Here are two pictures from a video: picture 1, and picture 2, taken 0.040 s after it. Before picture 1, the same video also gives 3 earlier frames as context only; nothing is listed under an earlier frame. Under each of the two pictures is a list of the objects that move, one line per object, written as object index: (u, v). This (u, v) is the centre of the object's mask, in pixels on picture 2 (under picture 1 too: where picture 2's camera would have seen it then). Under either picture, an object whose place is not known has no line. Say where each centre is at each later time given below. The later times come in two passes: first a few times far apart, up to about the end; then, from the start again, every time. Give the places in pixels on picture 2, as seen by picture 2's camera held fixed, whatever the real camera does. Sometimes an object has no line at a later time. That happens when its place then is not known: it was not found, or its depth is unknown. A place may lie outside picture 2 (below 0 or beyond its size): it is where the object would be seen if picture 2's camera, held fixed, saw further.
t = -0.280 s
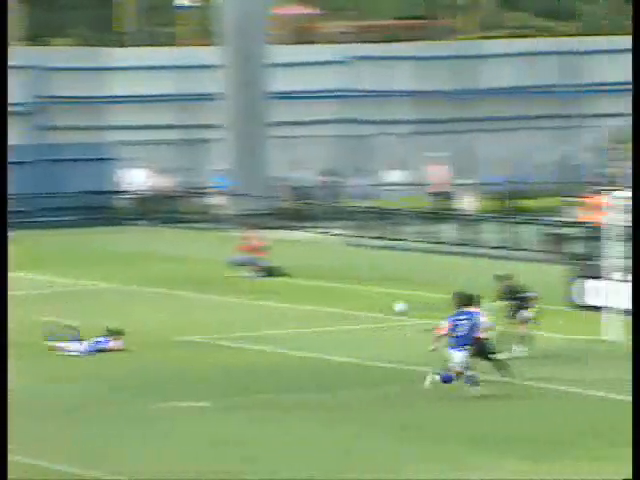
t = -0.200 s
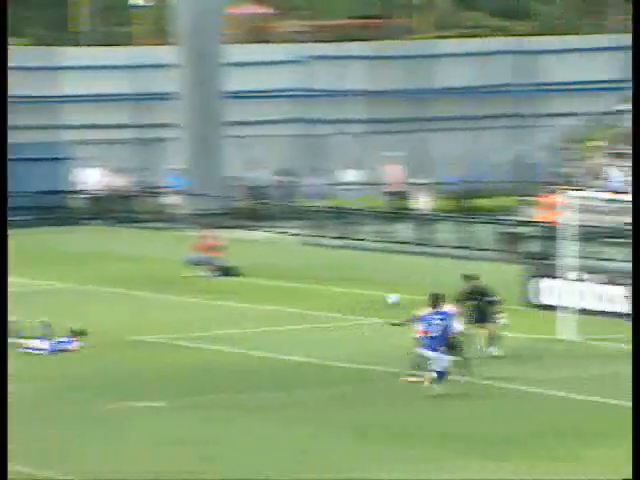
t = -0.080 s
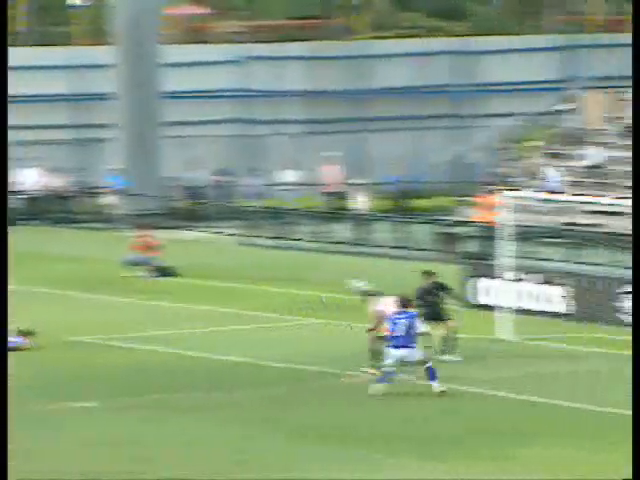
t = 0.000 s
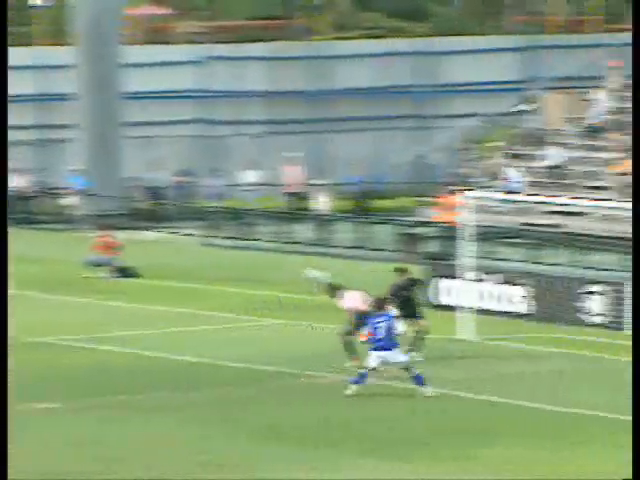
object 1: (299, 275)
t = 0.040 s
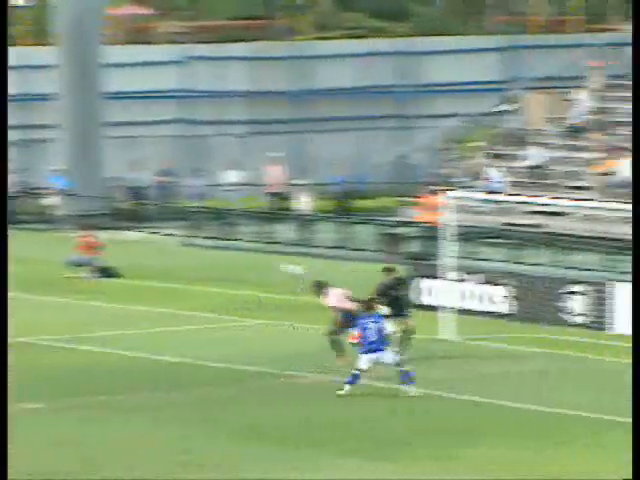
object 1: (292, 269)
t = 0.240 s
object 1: (276, 263)
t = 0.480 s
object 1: (259, 288)
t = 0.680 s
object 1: (245, 336)
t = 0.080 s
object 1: (289, 266)
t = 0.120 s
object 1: (287, 265)
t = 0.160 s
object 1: (283, 264)
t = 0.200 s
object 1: (279, 263)
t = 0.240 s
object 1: (276, 263)
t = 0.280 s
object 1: (274, 265)
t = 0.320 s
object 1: (270, 268)
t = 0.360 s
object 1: (267, 271)
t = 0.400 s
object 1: (265, 276)
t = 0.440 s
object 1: (262, 281)
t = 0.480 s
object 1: (259, 288)
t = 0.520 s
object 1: (257, 296)
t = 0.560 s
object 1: (254, 303)
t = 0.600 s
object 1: (251, 315)
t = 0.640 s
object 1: (249, 325)
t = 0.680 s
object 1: (245, 336)
